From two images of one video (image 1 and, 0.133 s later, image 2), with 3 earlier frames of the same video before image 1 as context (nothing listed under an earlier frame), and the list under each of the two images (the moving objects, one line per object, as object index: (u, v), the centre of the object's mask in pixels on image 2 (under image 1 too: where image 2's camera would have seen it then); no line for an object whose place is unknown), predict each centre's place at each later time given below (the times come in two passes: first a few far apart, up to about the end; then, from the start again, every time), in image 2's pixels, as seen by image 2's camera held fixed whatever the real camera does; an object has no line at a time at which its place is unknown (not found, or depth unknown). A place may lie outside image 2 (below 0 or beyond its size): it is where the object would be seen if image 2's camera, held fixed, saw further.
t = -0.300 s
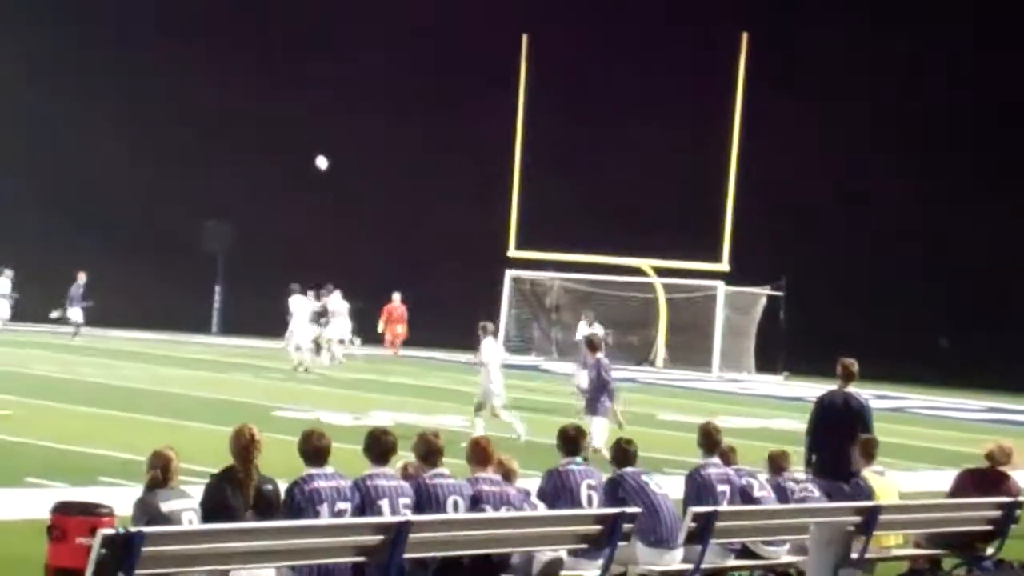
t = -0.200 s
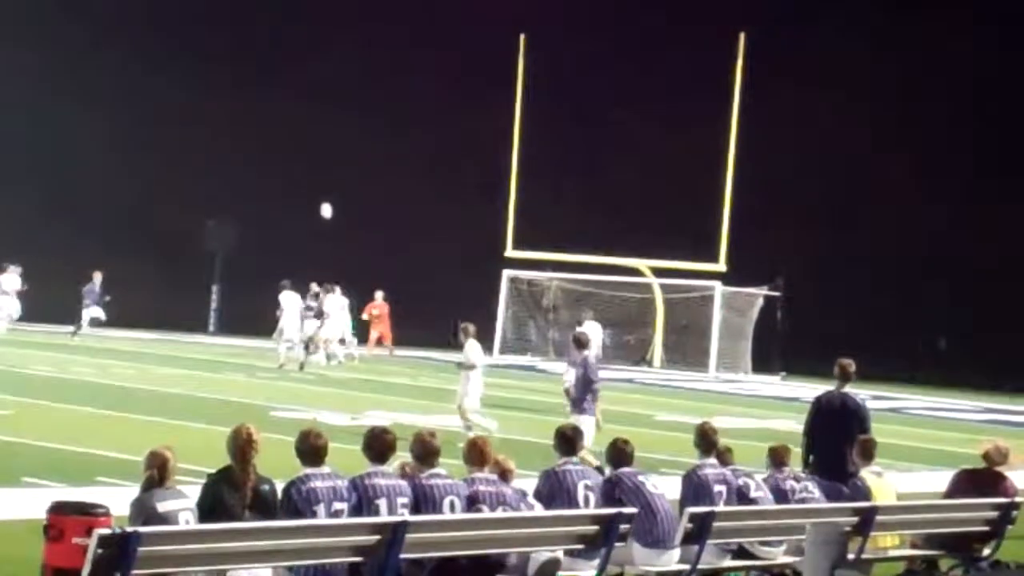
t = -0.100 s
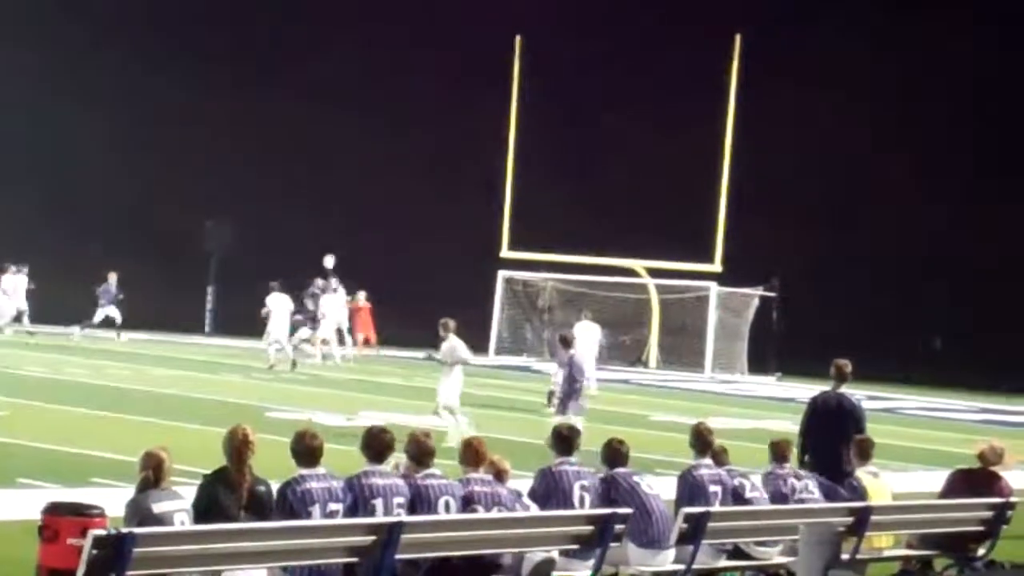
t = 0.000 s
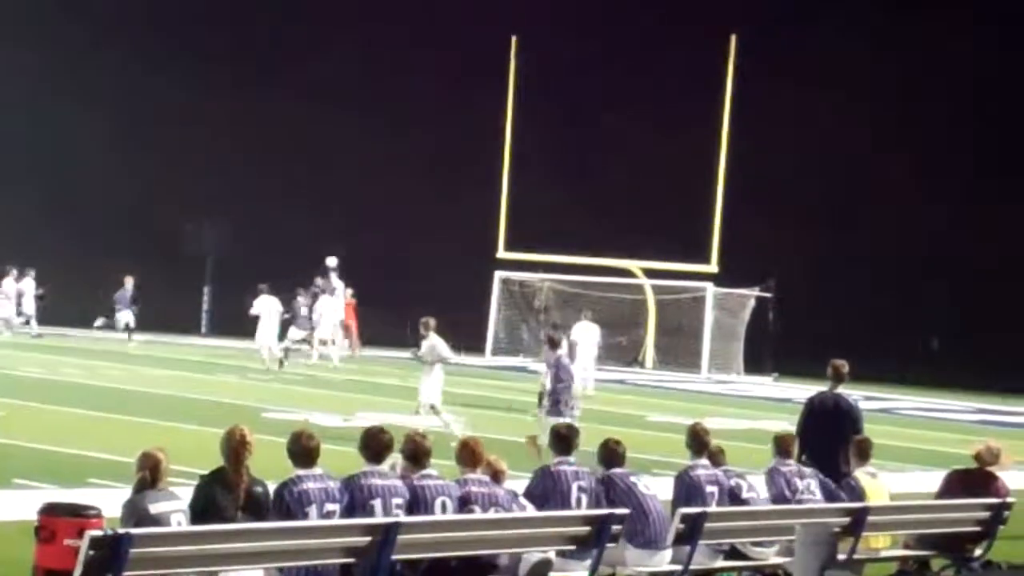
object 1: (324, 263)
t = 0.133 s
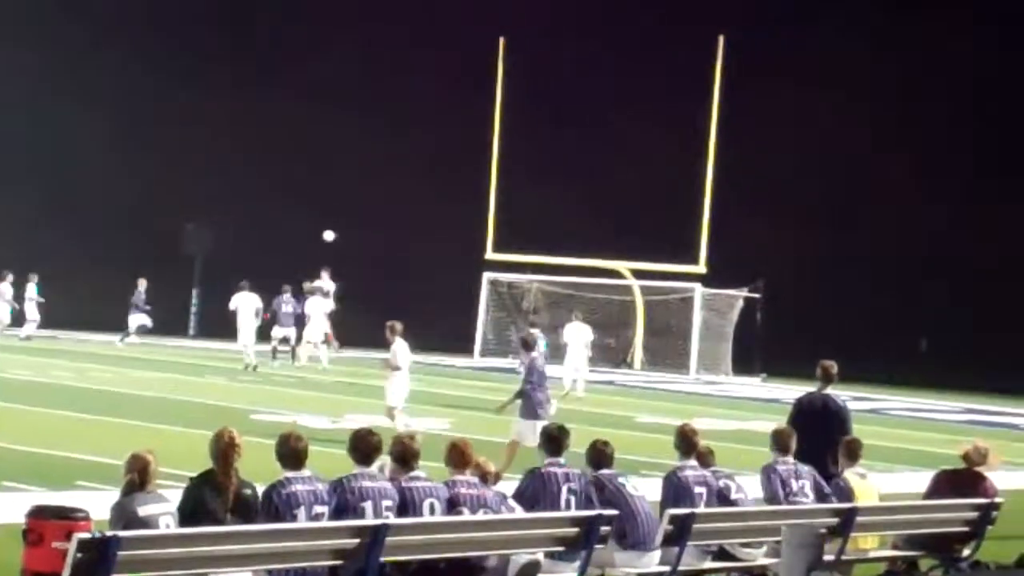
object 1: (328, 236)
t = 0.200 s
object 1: (328, 225)
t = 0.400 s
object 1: (343, 204)
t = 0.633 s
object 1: (349, 201)
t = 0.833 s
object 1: (351, 218)
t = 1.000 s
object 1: (353, 246)
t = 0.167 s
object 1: (328, 230)
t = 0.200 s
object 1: (328, 225)
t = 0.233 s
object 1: (328, 220)
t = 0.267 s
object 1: (332, 216)
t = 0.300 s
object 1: (339, 212)
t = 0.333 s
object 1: (341, 209)
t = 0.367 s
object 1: (341, 206)
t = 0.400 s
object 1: (343, 204)
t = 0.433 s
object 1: (346, 202)
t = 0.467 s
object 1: (349, 200)
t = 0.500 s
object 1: (351, 199)
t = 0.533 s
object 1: (348, 200)
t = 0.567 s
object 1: (348, 199)
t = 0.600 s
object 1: (349, 200)
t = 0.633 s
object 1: (349, 201)
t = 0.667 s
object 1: (348, 203)
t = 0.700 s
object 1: (348, 205)
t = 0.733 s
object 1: (348, 208)
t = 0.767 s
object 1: (348, 211)
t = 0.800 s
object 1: (350, 214)
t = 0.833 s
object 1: (351, 218)
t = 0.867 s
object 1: (353, 223)
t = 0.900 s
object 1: (353, 229)
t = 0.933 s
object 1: (352, 234)
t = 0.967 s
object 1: (353, 240)
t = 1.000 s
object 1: (353, 246)
